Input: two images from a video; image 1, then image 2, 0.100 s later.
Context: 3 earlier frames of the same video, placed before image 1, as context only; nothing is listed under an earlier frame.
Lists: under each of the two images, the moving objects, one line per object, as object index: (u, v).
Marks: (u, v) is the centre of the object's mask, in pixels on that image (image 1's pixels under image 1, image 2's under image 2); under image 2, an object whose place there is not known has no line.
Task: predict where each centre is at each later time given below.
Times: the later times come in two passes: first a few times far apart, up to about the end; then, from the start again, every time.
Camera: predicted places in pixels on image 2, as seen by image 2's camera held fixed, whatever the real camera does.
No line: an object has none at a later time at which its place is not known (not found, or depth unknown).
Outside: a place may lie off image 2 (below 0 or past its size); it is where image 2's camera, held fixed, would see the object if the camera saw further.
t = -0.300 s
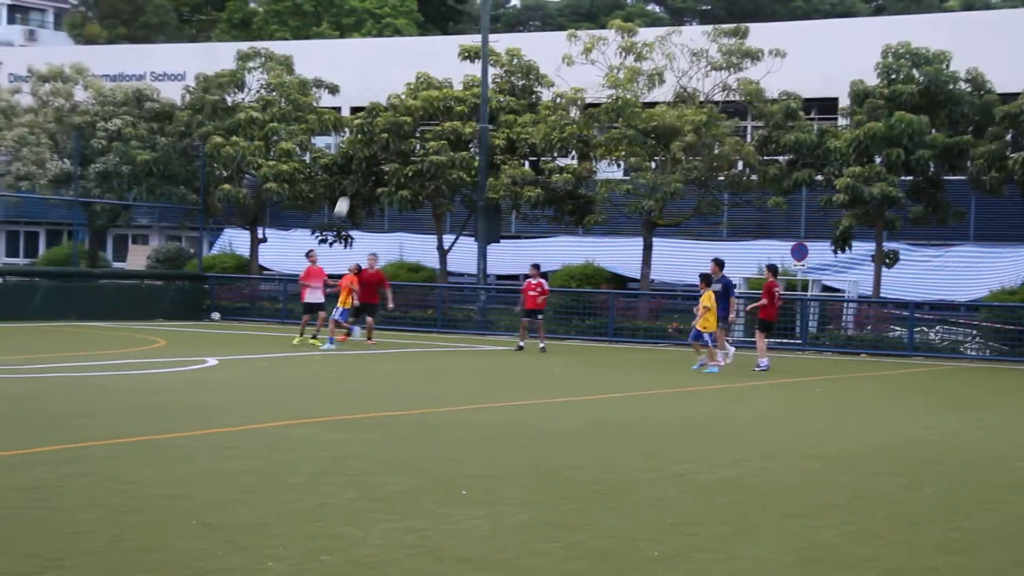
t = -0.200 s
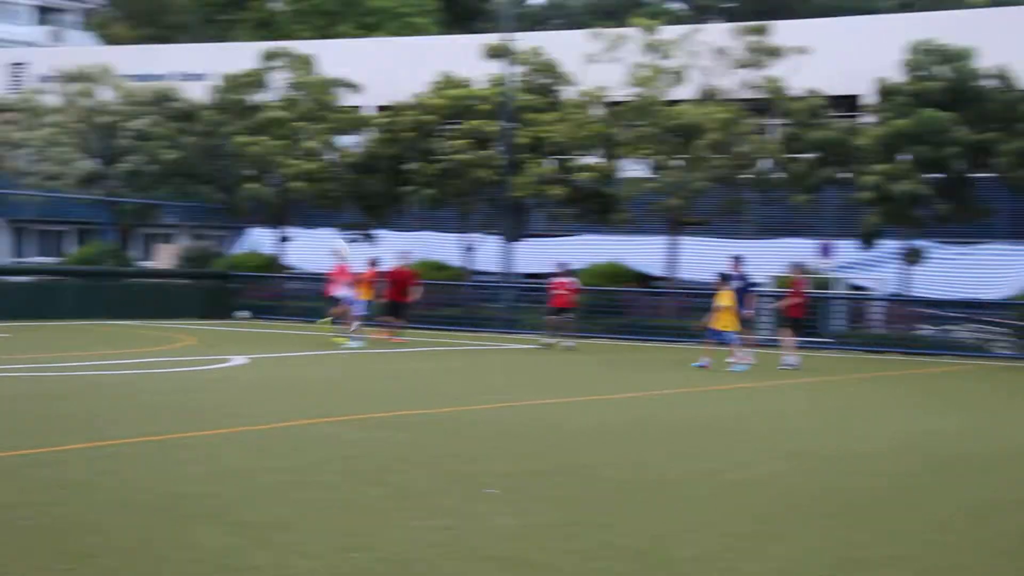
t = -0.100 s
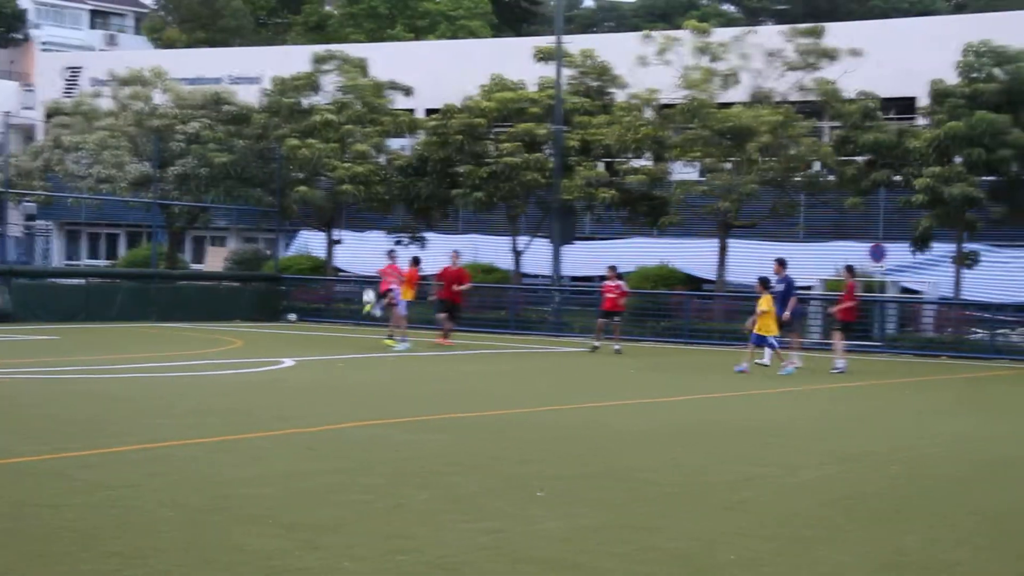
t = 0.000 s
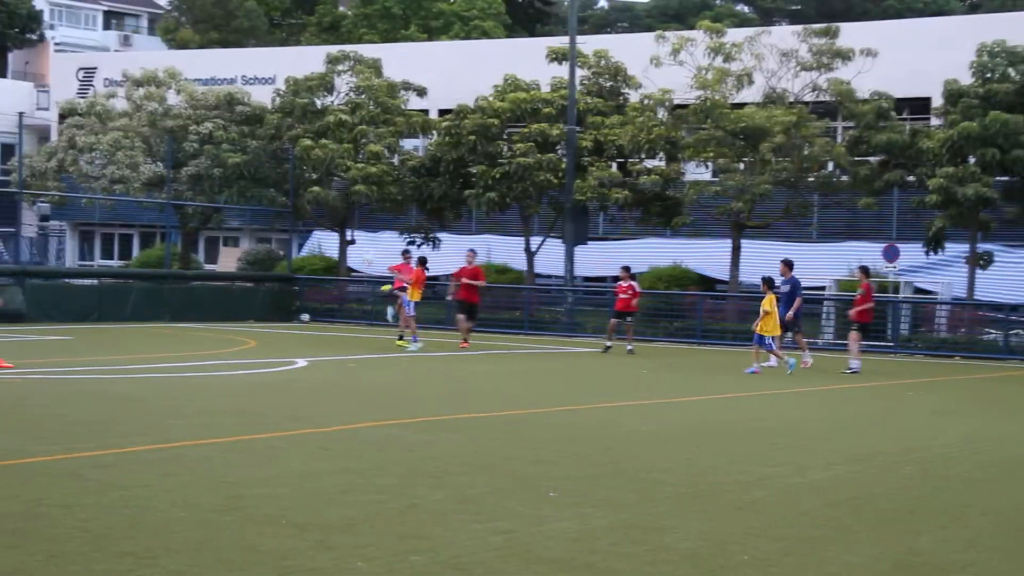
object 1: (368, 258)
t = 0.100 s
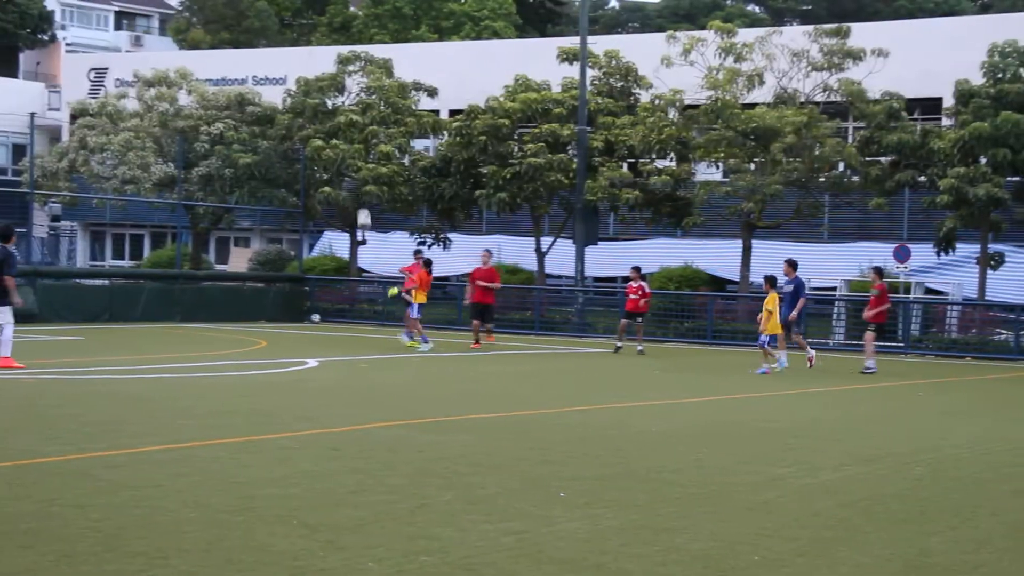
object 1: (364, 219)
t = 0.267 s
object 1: (337, 166)
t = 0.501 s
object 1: (295, 121)
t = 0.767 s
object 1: (235, 118)
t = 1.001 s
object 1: (174, 171)
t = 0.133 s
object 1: (359, 207)
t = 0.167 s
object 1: (354, 196)
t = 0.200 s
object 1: (348, 185)
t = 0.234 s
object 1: (342, 175)
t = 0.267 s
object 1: (337, 166)
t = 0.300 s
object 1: (331, 157)
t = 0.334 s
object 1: (325, 149)
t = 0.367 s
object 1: (320, 142)
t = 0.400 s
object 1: (313, 135)
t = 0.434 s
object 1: (307, 129)
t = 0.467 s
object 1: (301, 125)
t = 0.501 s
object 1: (295, 121)
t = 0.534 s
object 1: (288, 117)
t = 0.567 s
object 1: (280, 114)
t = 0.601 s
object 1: (273, 112)
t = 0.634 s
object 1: (266, 112)
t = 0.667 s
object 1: (259, 112)
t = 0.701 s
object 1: (251, 113)
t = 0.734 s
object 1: (243, 115)
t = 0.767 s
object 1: (235, 118)
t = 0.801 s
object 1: (227, 122)
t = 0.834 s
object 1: (219, 128)
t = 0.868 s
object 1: (211, 134)
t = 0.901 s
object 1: (202, 141)
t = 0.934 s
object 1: (194, 150)
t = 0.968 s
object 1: (184, 160)
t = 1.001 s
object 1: (174, 171)
